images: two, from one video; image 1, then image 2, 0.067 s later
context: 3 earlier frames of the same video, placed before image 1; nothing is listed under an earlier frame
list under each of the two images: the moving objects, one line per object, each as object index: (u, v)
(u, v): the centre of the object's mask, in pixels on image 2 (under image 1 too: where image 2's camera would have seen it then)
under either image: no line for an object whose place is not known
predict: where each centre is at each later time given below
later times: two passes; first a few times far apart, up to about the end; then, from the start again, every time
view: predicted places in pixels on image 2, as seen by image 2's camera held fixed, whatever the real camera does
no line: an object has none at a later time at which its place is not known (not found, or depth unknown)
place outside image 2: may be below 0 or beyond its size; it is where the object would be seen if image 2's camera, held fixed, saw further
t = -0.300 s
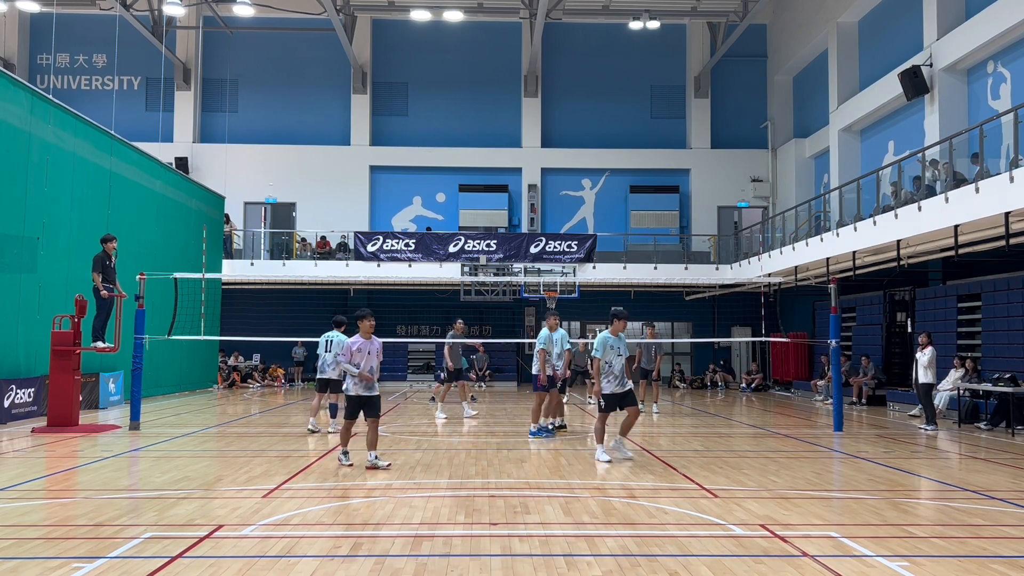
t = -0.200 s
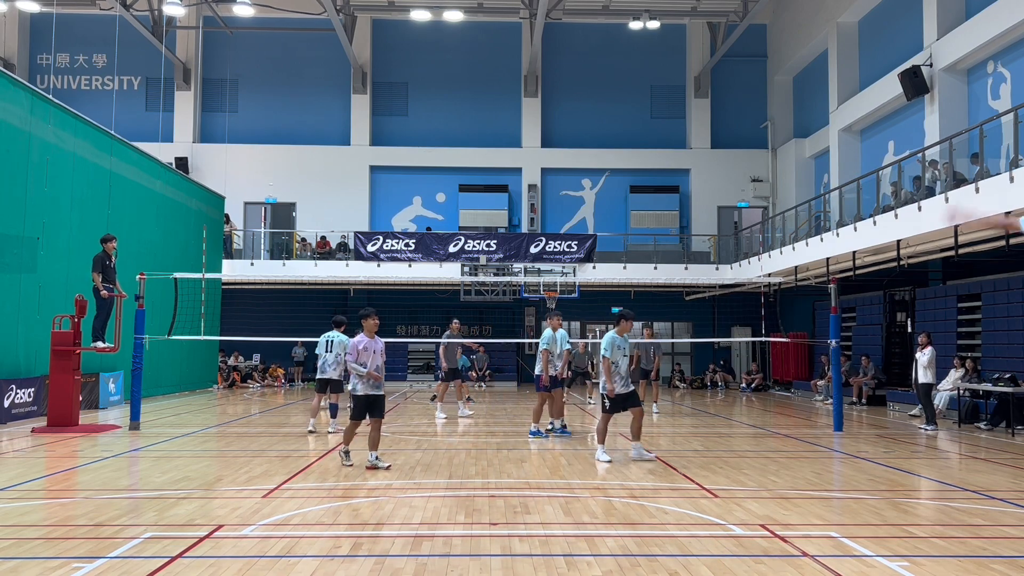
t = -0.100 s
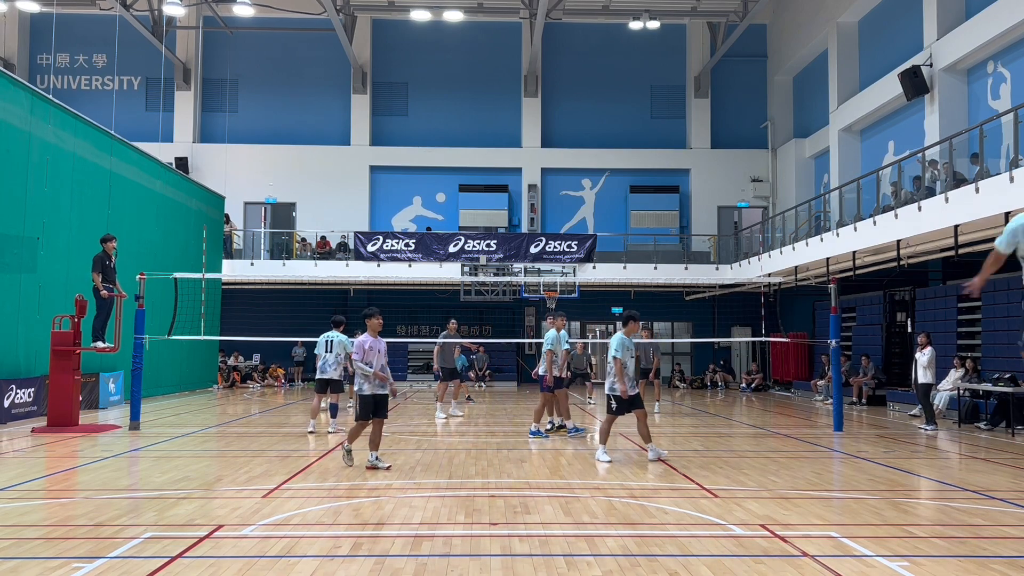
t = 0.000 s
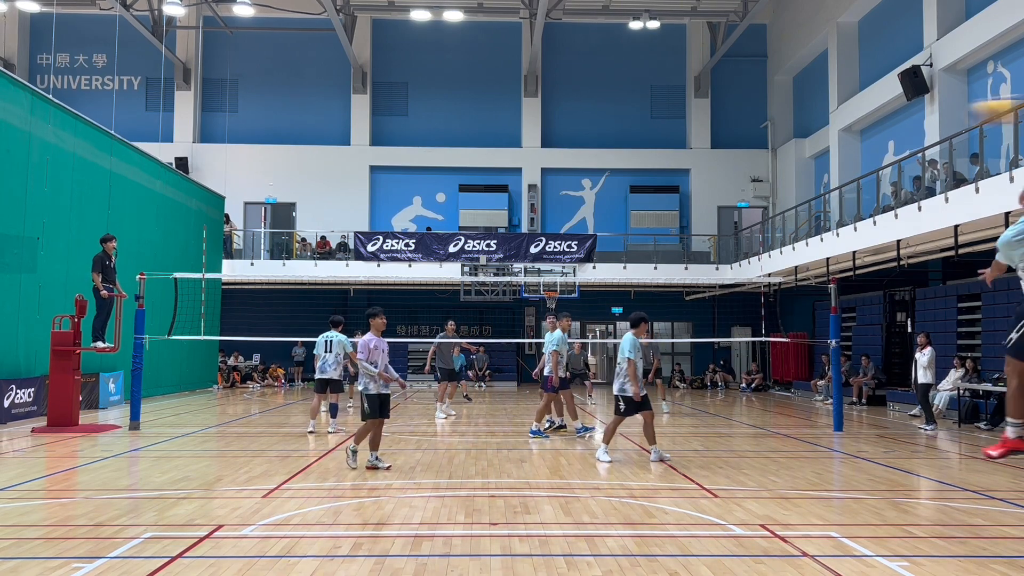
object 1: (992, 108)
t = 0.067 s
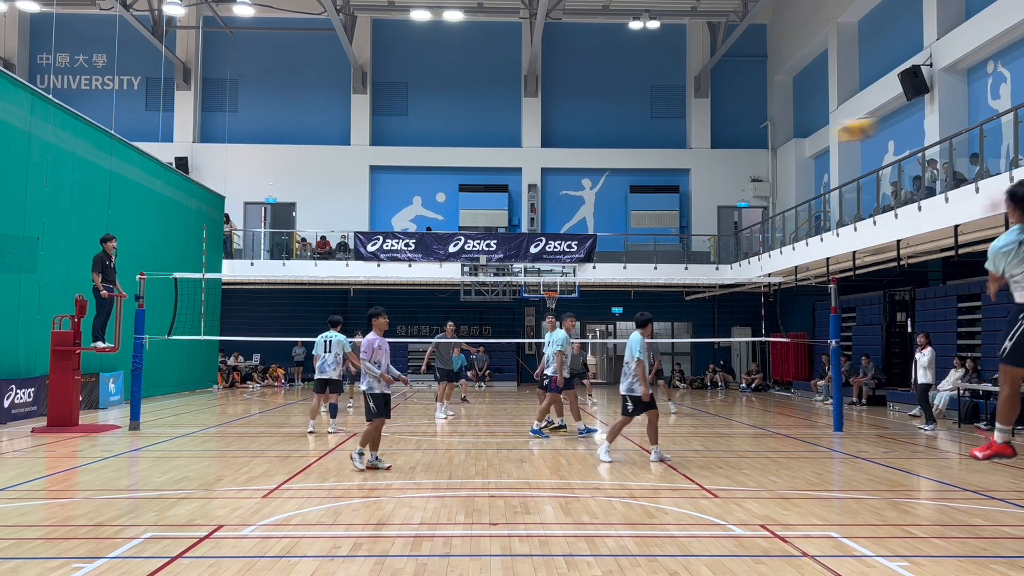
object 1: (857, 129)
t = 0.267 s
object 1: (633, 190)
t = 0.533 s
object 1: (498, 271)
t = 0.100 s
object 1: (802, 138)
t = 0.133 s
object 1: (758, 148)
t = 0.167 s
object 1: (721, 158)
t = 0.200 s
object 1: (688, 169)
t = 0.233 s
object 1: (659, 179)
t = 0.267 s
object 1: (633, 190)
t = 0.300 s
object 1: (612, 200)
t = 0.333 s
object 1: (590, 210)
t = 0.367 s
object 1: (571, 222)
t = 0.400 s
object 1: (554, 231)
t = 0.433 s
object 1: (538, 242)
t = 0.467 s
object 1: (523, 253)
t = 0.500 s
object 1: (510, 263)
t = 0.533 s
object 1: (498, 271)
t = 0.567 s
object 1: (485, 285)
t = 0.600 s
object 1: (474, 294)
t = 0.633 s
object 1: (463, 305)
